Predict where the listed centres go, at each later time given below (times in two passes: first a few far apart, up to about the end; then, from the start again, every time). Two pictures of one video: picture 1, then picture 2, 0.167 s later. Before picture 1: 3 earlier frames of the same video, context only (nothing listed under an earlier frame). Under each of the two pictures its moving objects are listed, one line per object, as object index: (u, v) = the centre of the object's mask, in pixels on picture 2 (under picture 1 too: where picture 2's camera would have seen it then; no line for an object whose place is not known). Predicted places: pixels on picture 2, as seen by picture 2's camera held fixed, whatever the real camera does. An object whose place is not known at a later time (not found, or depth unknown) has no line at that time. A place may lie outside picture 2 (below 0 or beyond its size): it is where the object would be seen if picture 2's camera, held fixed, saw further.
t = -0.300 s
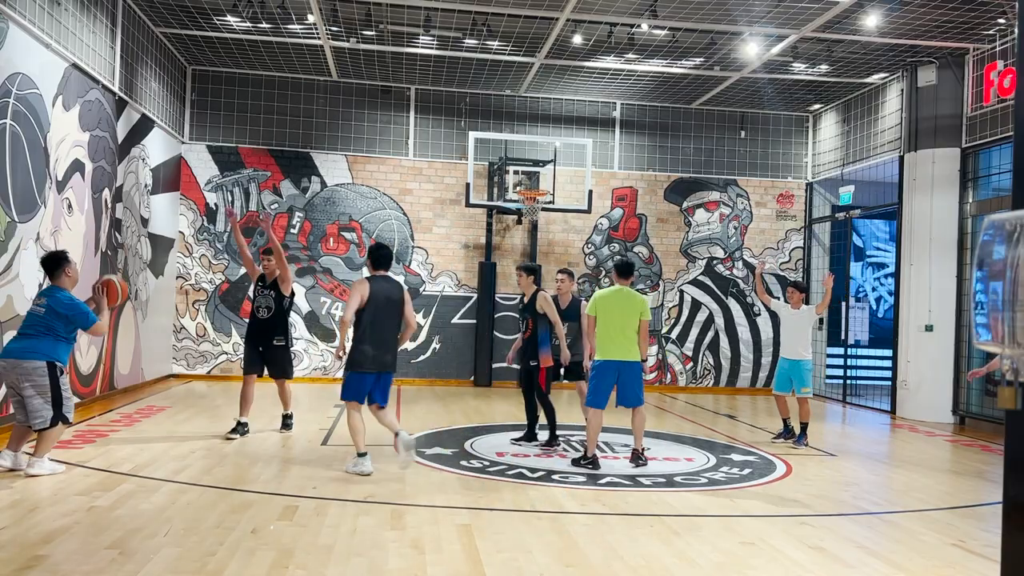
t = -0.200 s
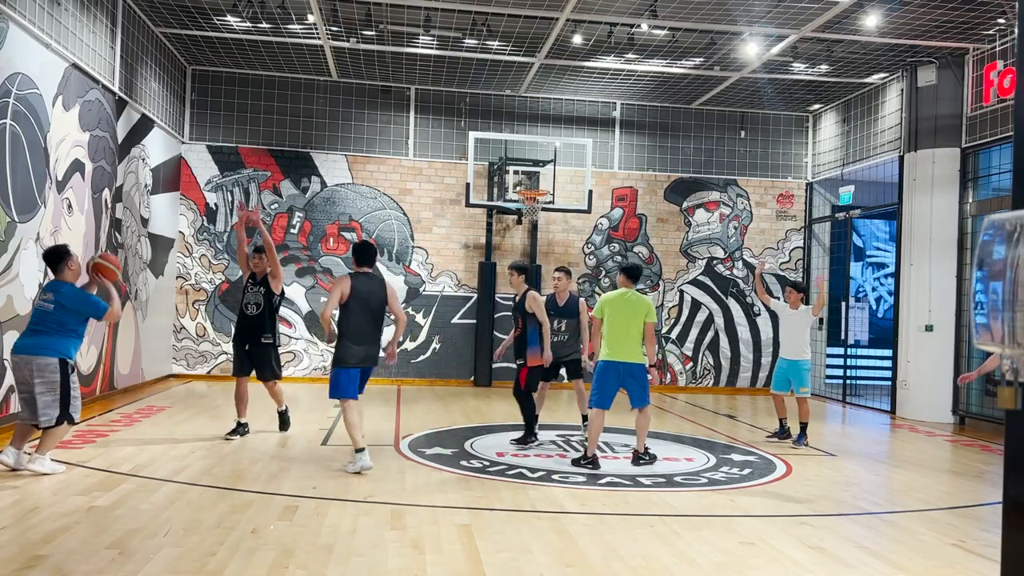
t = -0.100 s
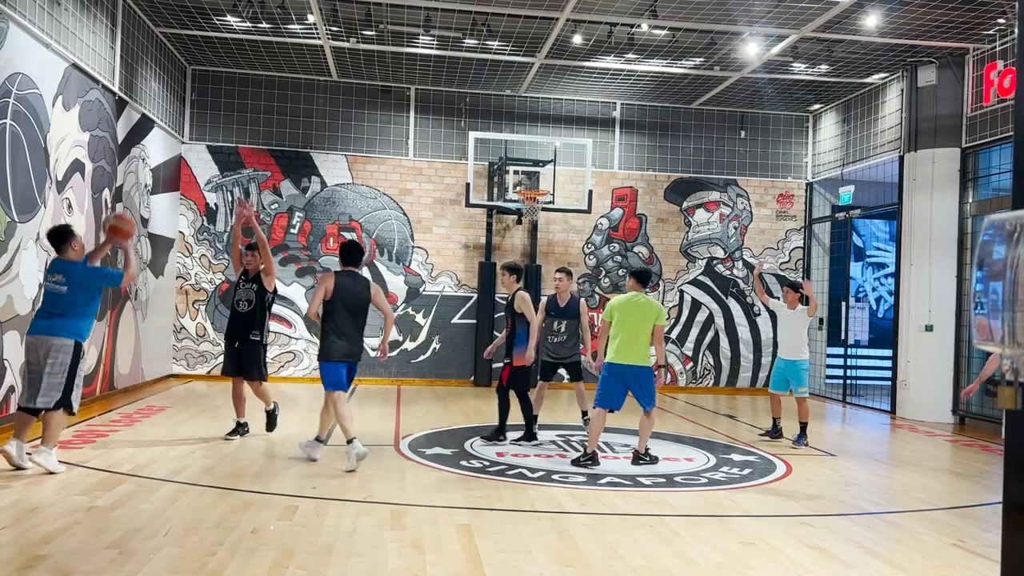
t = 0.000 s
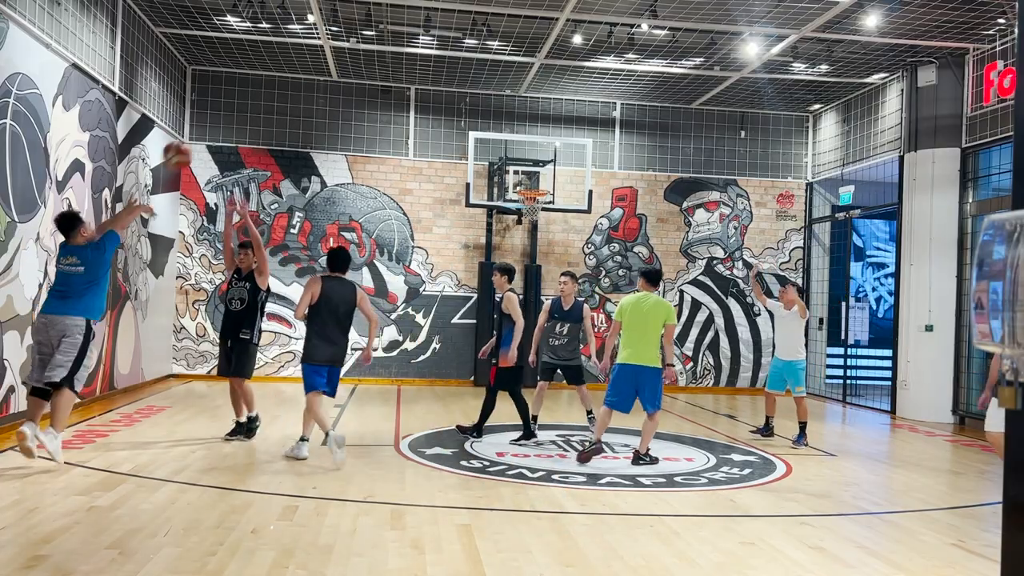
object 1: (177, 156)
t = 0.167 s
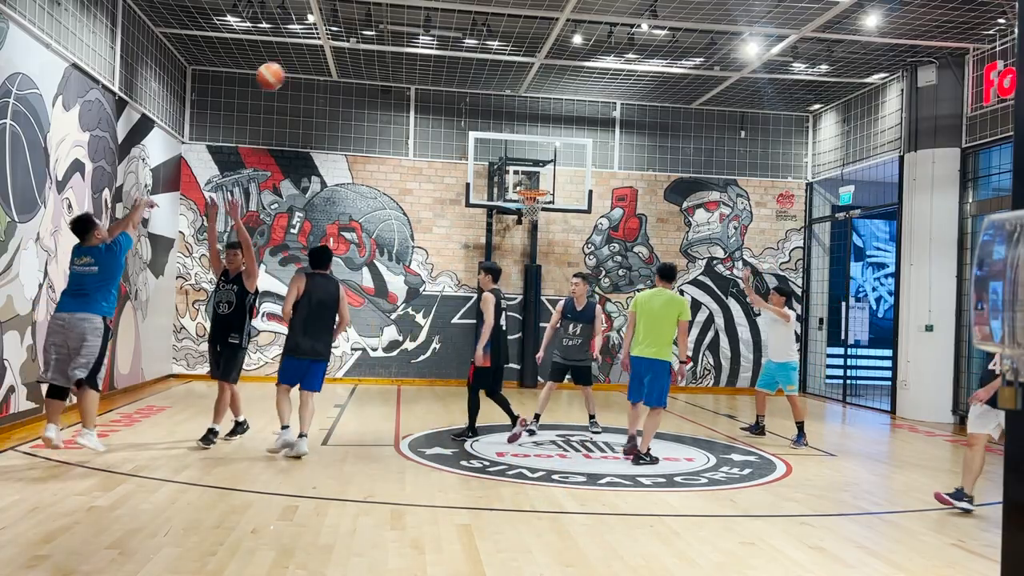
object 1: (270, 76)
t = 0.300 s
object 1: (330, 44)
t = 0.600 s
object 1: (429, 43)
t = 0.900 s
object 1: (499, 110)
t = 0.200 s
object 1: (287, 65)
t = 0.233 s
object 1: (301, 57)
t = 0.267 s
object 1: (316, 51)
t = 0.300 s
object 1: (330, 44)
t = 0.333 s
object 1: (343, 39)
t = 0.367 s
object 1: (355, 35)
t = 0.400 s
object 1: (366, 33)
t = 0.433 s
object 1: (377, 33)
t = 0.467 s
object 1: (389, 33)
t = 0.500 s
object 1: (400, 35)
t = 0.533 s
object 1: (410, 37)
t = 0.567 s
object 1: (419, 39)
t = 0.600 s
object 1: (429, 43)
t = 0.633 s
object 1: (439, 48)
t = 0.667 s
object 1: (447, 53)
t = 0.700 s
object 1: (455, 59)
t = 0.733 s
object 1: (463, 66)
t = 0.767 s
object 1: (470, 73)
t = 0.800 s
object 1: (478, 81)
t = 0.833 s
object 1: (486, 90)
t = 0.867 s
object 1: (492, 99)
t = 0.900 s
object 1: (499, 110)
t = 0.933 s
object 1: (506, 119)
